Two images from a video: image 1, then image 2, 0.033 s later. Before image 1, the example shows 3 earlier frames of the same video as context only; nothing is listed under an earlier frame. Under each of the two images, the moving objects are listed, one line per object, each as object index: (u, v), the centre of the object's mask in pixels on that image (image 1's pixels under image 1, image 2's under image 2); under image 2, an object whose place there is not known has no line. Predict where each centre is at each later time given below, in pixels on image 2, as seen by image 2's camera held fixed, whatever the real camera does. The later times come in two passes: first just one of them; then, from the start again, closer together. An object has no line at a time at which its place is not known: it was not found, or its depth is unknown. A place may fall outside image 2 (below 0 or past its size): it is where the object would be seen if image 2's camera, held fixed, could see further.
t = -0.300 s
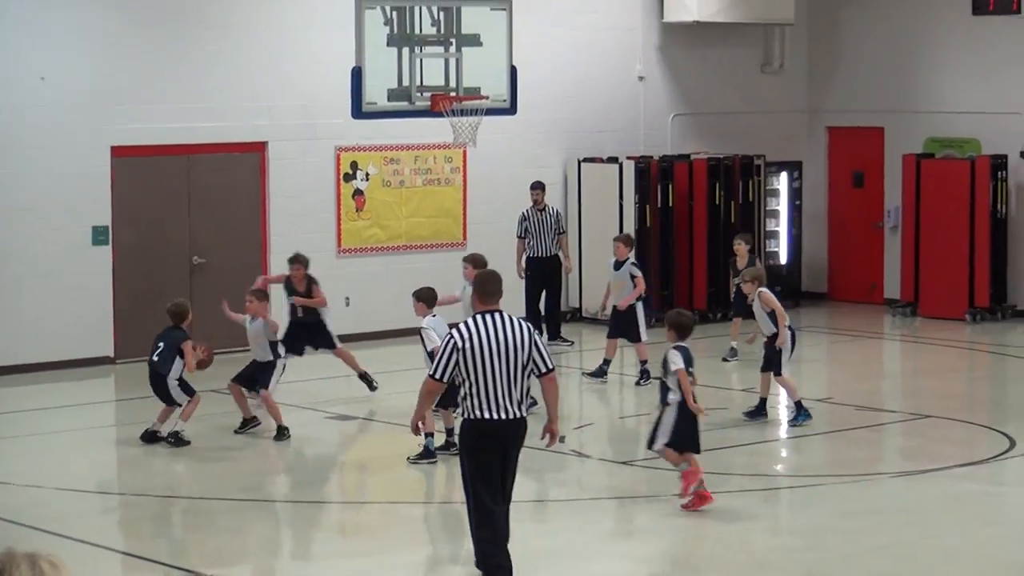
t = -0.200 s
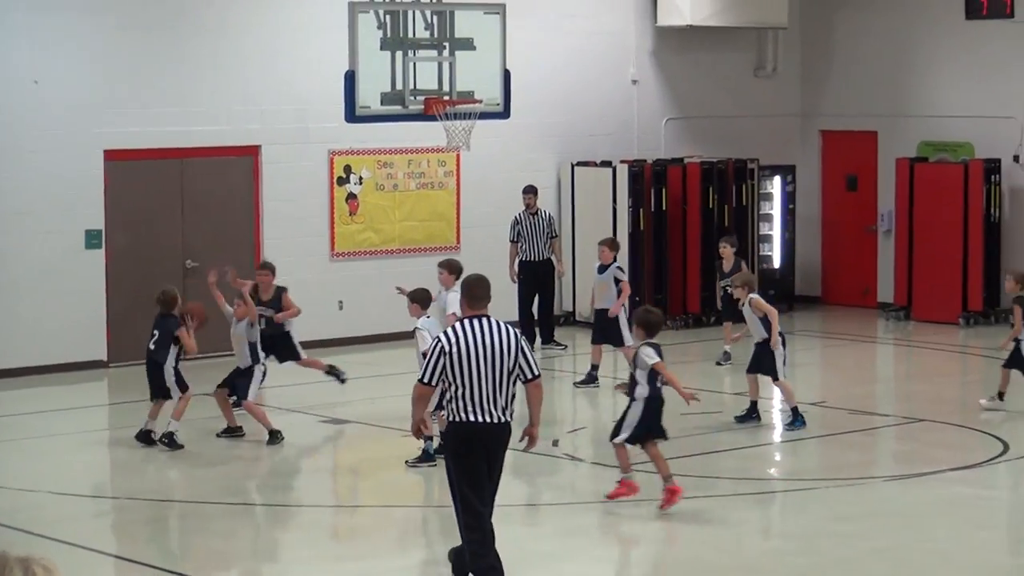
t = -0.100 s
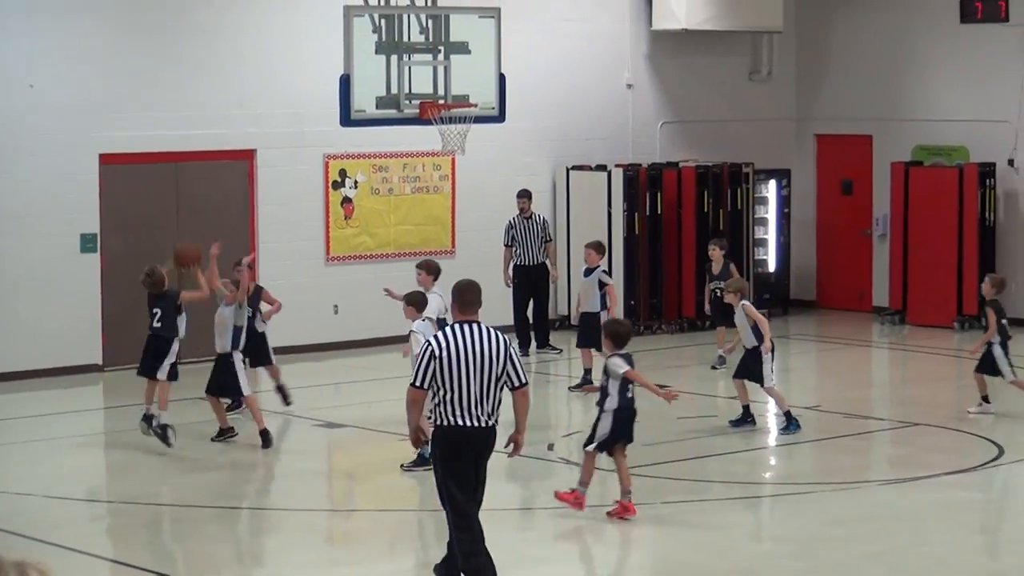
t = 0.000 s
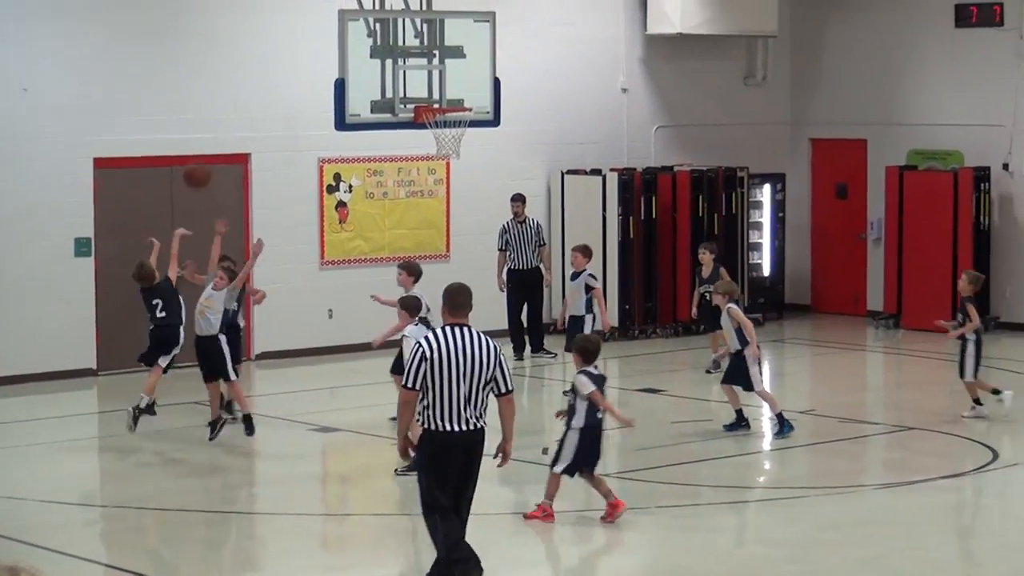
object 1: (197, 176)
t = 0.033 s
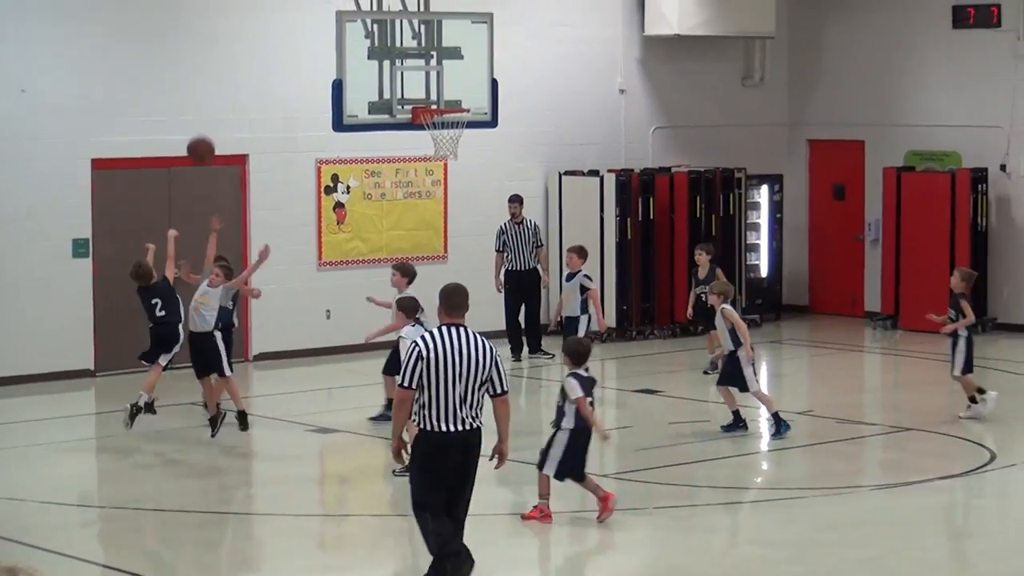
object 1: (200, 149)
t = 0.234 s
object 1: (237, 23)
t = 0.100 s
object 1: (212, 101)
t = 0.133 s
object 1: (218, 79)
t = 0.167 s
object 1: (225, 59)
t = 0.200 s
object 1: (230, 41)
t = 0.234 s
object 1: (237, 23)
